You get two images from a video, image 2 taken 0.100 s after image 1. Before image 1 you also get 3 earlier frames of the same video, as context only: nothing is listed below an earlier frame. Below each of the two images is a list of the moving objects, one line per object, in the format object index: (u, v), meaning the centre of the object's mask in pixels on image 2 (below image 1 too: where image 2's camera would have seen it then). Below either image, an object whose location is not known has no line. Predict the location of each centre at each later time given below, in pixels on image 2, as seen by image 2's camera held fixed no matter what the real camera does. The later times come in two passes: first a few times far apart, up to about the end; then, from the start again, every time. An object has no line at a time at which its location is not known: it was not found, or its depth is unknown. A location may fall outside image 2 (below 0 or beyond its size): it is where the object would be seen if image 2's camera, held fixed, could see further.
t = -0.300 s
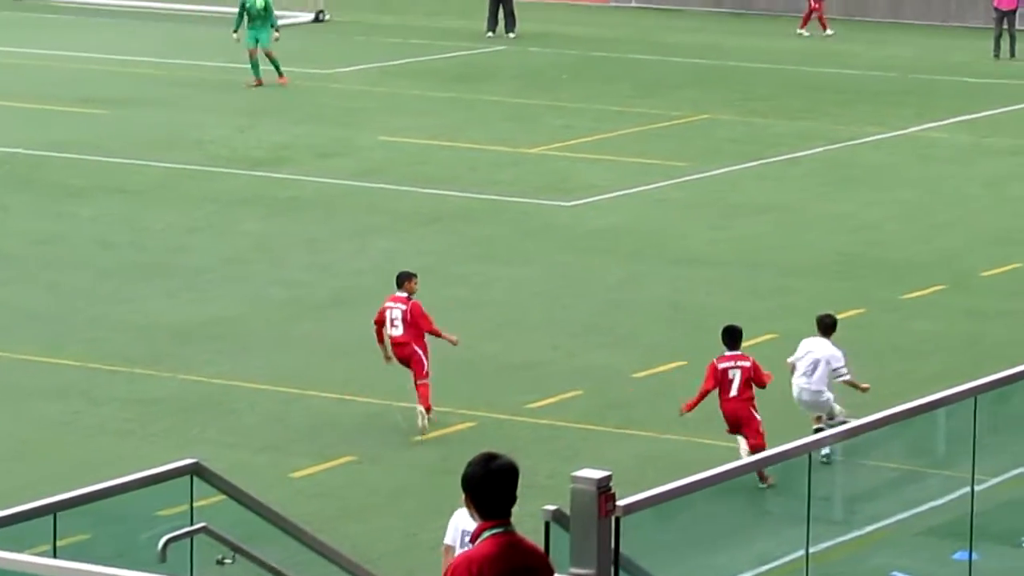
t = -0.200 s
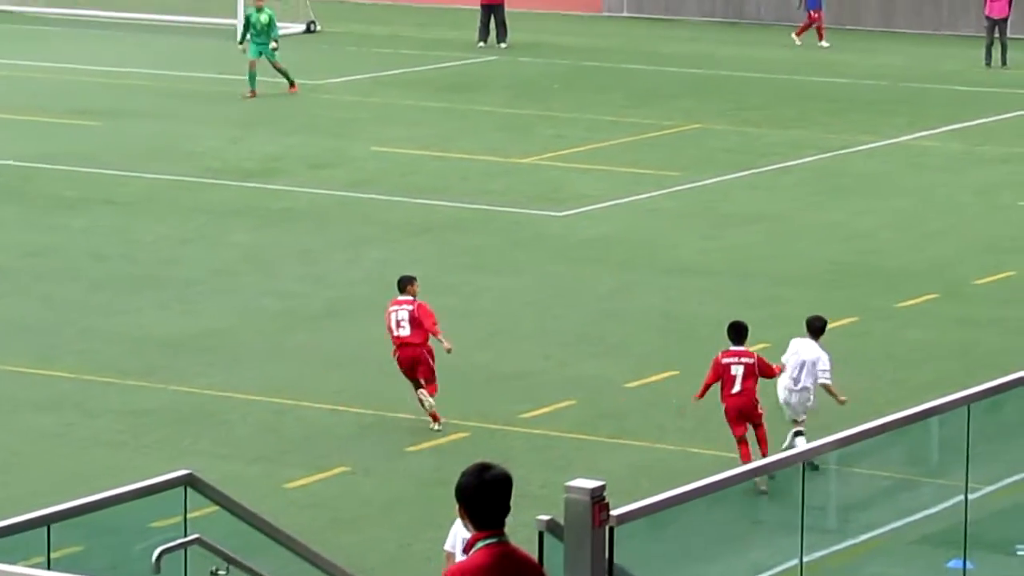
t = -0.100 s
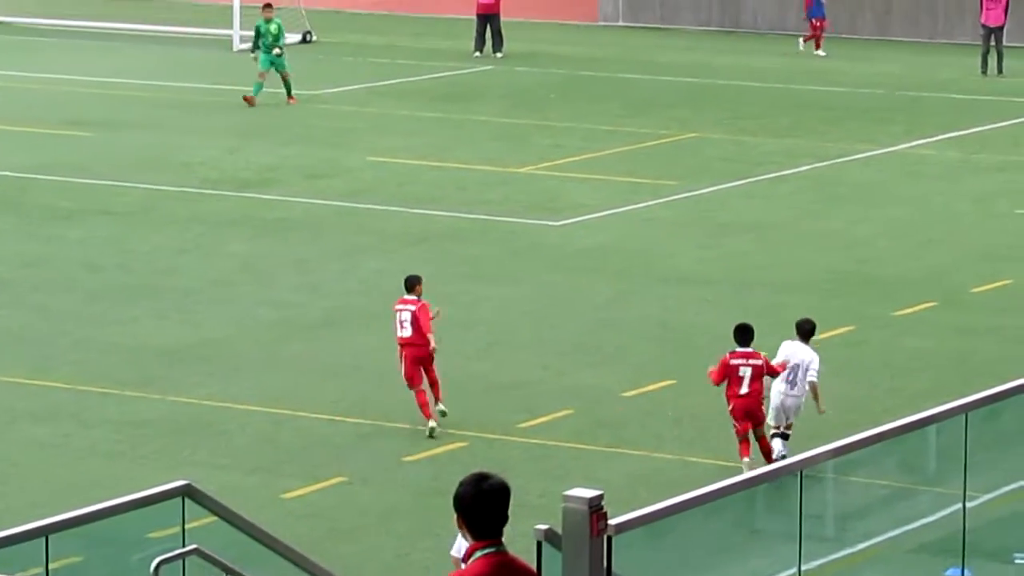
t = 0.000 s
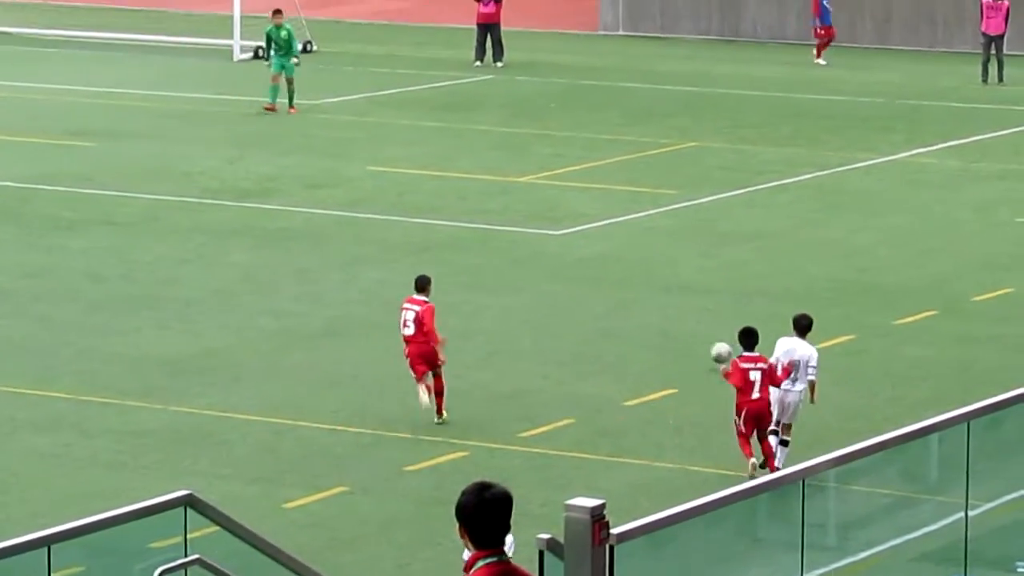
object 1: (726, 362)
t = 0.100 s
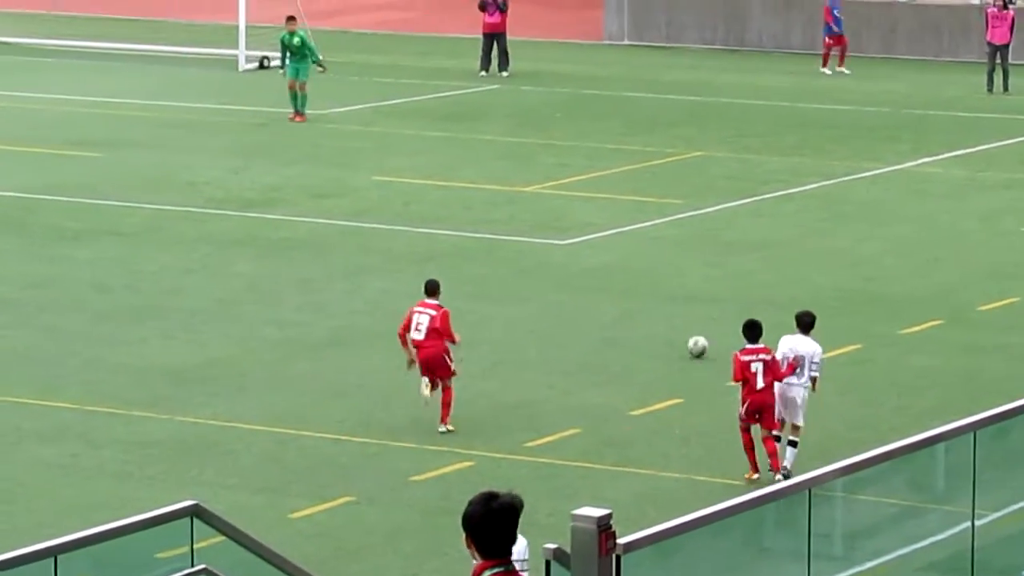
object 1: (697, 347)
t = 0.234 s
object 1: (664, 318)
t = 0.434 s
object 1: (621, 287)
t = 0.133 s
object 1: (688, 340)
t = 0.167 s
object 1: (680, 332)
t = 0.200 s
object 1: (672, 324)
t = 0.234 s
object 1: (664, 318)
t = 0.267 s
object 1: (657, 314)
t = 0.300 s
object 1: (649, 310)
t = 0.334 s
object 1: (641, 307)
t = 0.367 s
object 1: (635, 298)
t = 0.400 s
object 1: (628, 292)
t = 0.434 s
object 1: (621, 287)
